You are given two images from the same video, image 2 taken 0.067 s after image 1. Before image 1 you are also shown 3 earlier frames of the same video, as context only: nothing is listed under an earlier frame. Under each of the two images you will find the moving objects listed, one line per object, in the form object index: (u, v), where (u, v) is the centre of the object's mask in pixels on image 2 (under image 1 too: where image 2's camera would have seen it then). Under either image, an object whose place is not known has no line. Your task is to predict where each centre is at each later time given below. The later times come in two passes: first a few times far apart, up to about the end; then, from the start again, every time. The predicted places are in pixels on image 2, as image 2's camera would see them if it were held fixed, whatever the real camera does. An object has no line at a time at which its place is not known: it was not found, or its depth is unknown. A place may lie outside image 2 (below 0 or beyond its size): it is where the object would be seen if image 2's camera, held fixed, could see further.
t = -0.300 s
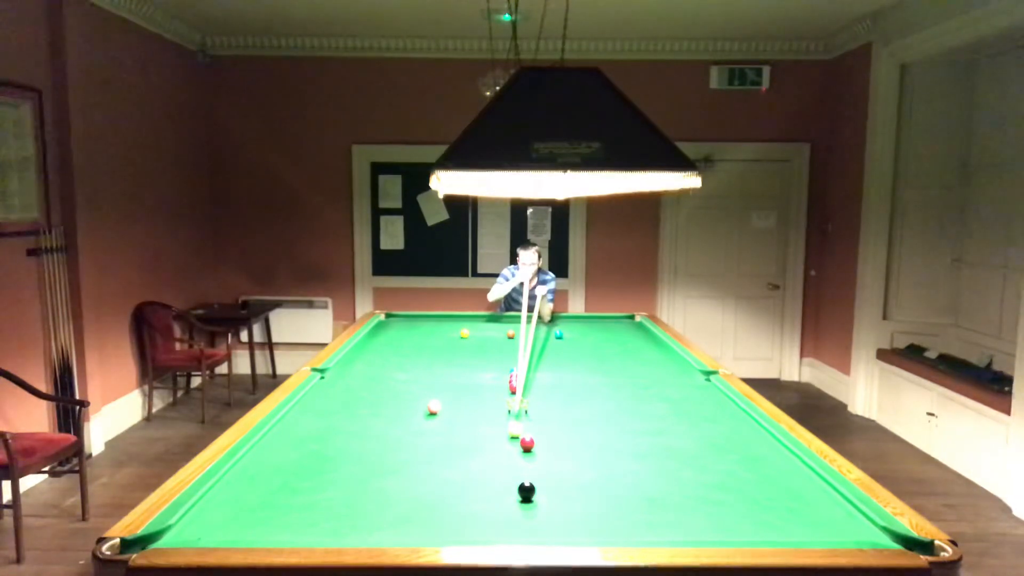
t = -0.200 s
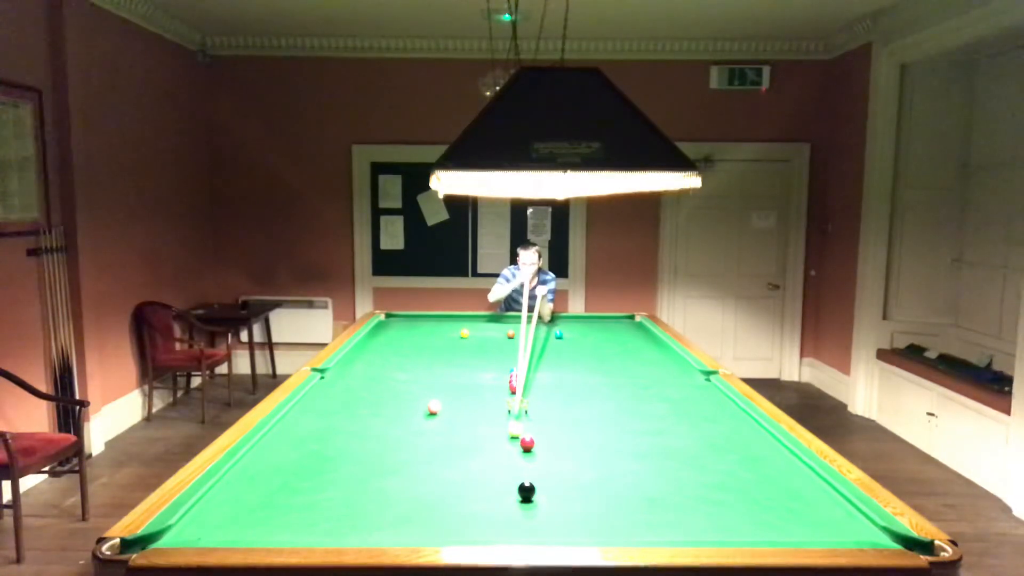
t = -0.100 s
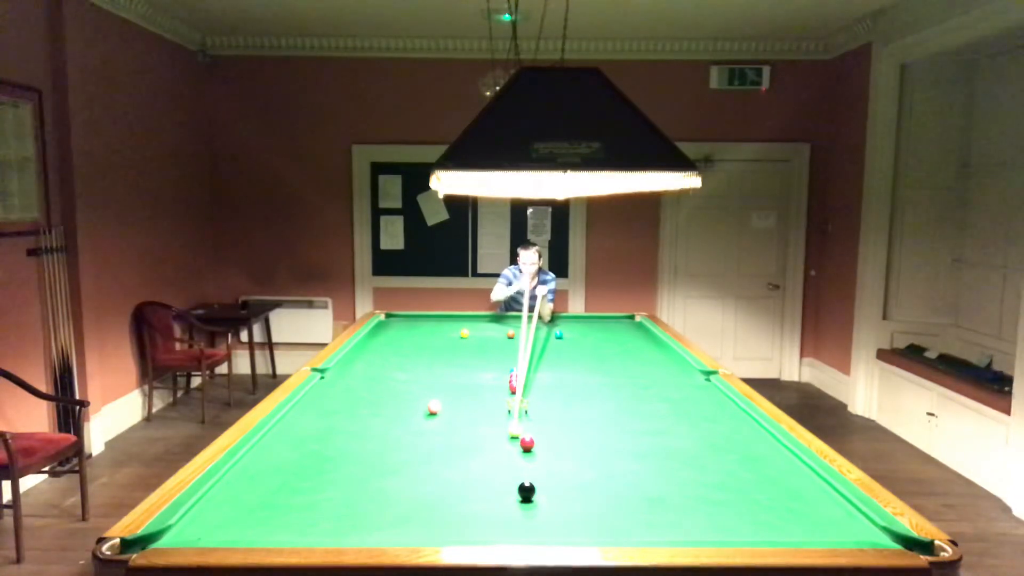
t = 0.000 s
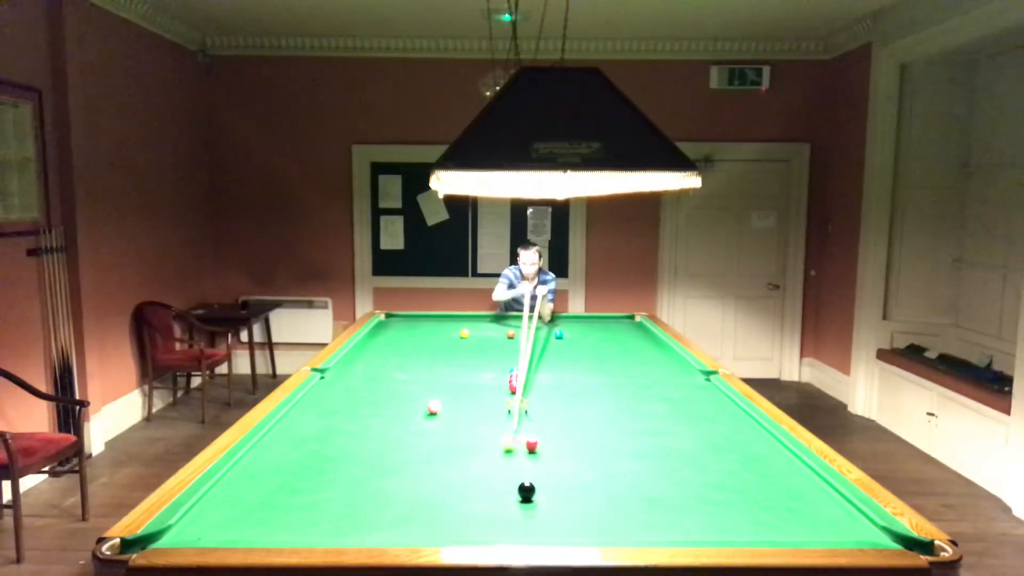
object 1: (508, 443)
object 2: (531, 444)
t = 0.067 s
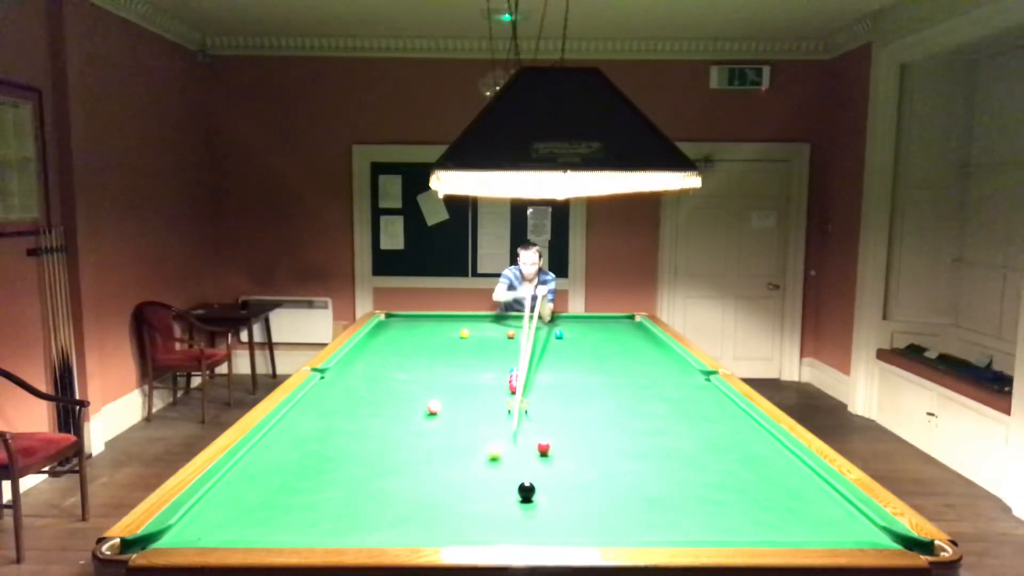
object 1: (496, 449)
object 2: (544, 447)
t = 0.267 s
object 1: (456, 473)
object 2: (575, 454)
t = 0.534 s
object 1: (391, 512)
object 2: (617, 465)
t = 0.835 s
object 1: (332, 518)
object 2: (666, 477)
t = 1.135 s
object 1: (306, 488)
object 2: (715, 488)
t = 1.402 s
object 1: (287, 466)
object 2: (760, 500)
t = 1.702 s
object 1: (269, 446)
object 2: (810, 512)
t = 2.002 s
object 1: (288, 432)
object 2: (861, 524)
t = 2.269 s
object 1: (313, 421)
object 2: (861, 531)
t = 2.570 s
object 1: (337, 412)
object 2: (847, 534)
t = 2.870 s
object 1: (357, 403)
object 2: (829, 533)
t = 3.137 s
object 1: (372, 397)
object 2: (816, 532)
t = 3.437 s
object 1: (386, 391)
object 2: (806, 531)
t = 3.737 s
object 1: (398, 386)
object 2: (799, 530)
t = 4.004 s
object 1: (408, 382)
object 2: (797, 530)
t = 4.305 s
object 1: (417, 378)
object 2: (796, 530)
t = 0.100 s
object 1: (489, 453)
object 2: (549, 448)
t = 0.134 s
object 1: (483, 457)
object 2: (554, 449)
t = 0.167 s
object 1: (476, 461)
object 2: (559, 451)
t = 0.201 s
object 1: (470, 465)
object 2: (564, 452)
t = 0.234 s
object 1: (463, 469)
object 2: (570, 453)
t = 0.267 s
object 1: (456, 473)
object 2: (575, 454)
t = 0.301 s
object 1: (449, 477)
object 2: (580, 456)
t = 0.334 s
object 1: (441, 482)
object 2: (586, 457)
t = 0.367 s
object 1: (434, 486)
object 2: (591, 459)
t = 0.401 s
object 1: (426, 491)
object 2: (596, 459)
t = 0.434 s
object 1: (417, 497)
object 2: (601, 461)
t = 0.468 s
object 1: (409, 501)
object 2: (607, 462)
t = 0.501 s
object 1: (400, 507)
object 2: (612, 464)
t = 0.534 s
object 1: (391, 512)
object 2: (617, 465)
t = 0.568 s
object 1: (382, 517)
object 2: (622, 466)
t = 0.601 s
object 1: (372, 523)
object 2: (628, 468)
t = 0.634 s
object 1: (363, 527)
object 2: (633, 469)
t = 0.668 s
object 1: (354, 530)
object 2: (639, 470)
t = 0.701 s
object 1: (345, 531)
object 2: (644, 471)
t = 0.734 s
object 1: (342, 528)
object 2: (649, 472)
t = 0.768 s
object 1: (338, 526)
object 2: (655, 474)
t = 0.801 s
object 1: (335, 522)
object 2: (660, 475)
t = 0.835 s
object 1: (332, 518)
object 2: (666, 477)
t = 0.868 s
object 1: (328, 514)
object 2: (671, 478)
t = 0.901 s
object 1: (325, 511)
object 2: (677, 479)
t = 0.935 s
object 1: (323, 507)
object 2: (682, 480)
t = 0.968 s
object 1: (319, 504)
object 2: (688, 482)
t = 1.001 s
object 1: (317, 500)
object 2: (693, 483)
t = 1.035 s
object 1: (314, 497)
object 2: (699, 484)
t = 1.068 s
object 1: (311, 494)
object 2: (704, 486)
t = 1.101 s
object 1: (308, 491)
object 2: (710, 487)
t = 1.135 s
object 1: (306, 488)
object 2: (715, 488)
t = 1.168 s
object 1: (303, 485)
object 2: (721, 490)
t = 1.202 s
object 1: (301, 482)
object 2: (726, 491)
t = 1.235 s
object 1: (298, 479)
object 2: (732, 492)
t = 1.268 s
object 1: (296, 476)
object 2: (738, 494)
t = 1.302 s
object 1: (294, 474)
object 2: (743, 495)
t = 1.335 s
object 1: (291, 471)
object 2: (749, 497)
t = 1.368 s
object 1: (289, 469)
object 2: (754, 498)
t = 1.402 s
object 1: (287, 466)
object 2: (760, 500)
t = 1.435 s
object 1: (285, 464)
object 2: (766, 501)
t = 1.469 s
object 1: (282, 461)
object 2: (771, 502)
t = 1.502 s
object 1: (280, 459)
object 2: (777, 504)
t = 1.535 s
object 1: (278, 457)
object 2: (782, 505)
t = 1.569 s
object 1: (277, 454)
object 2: (788, 506)
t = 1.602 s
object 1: (275, 452)
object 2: (794, 508)
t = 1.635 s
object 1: (273, 451)
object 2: (799, 509)
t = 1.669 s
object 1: (271, 449)
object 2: (805, 511)
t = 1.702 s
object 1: (269, 446)
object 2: (810, 512)
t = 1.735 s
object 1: (267, 444)
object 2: (816, 513)
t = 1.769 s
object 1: (266, 442)
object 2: (822, 515)
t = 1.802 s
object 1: (266, 441)
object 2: (827, 516)
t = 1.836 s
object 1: (270, 438)
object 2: (833, 517)
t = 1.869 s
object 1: (273, 438)
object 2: (838, 519)
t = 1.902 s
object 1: (278, 436)
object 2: (844, 520)
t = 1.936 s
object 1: (281, 434)
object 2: (850, 521)
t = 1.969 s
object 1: (284, 433)
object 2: (855, 522)
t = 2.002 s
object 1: (288, 432)
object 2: (861, 524)
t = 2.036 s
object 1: (291, 431)
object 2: (866, 525)
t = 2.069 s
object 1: (295, 429)
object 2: (870, 527)
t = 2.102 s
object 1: (298, 428)
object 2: (869, 528)
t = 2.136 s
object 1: (301, 426)
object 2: (867, 528)
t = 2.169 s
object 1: (304, 425)
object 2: (866, 529)
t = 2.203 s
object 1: (307, 424)
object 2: (864, 529)
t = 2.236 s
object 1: (310, 423)
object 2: (863, 530)
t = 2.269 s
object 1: (313, 421)
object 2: (861, 531)
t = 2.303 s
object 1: (316, 420)
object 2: (859, 531)
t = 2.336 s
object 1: (319, 419)
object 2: (858, 532)
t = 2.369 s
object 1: (321, 418)
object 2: (856, 532)
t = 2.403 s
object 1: (324, 417)
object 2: (854, 532)
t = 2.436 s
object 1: (326, 416)
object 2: (853, 533)
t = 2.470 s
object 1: (329, 415)
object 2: (851, 533)
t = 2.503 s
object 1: (332, 413)
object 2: (850, 534)
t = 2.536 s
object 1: (334, 413)
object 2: (848, 534)
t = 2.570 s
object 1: (337, 412)
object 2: (847, 534)
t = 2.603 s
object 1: (340, 410)
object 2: (845, 535)
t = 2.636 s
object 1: (341, 410)
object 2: (843, 534)
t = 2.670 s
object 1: (344, 409)
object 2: (841, 534)
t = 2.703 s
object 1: (346, 408)
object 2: (839, 534)
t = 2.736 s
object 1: (348, 407)
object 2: (837, 534)
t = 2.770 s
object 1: (351, 406)
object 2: (835, 534)
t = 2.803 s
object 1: (352, 405)
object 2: (833, 534)
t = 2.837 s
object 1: (355, 404)
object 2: (831, 533)
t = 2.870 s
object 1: (357, 403)
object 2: (829, 533)
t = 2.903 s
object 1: (359, 402)
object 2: (828, 533)
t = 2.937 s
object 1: (361, 402)
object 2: (826, 533)
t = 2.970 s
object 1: (363, 401)
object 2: (824, 533)
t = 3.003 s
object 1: (365, 400)
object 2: (822, 532)
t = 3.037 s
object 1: (366, 399)
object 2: (821, 532)
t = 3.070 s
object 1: (368, 398)
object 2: (819, 532)
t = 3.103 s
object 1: (370, 398)
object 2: (818, 532)
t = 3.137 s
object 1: (372, 397)
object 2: (816, 532)
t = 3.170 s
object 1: (374, 396)
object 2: (815, 532)
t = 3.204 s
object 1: (375, 396)
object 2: (813, 532)
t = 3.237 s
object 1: (377, 395)
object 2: (812, 531)
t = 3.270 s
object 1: (378, 395)
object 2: (811, 531)
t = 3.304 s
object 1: (380, 393)
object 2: (810, 531)
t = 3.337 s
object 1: (382, 393)
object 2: (809, 531)
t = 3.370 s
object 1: (383, 392)
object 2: (808, 531)
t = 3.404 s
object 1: (384, 392)
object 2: (806, 531)
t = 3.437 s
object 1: (386, 391)
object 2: (806, 531)
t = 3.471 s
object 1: (387, 391)
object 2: (805, 531)
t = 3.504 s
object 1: (389, 390)
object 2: (804, 531)
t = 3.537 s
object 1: (391, 389)
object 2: (803, 531)
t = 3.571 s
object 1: (392, 389)
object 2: (802, 530)
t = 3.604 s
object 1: (393, 388)
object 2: (802, 530)
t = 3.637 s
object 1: (395, 388)
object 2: (801, 530)
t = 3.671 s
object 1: (396, 387)
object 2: (800, 530)
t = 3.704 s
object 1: (397, 386)
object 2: (800, 530)
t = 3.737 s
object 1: (398, 386)
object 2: (799, 530)
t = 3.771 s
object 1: (400, 385)
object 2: (799, 530)
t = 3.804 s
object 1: (401, 385)
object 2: (798, 530)
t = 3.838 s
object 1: (402, 384)
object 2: (798, 530)
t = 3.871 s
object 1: (404, 384)
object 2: (797, 530)
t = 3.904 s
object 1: (405, 383)
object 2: (797, 530)
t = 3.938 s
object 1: (405, 383)
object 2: (797, 530)
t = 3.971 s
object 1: (407, 382)
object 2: (797, 530)
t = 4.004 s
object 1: (408, 382)
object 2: (797, 530)
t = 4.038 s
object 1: (409, 382)
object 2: (797, 530)
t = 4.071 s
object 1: (410, 381)
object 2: (796, 530)
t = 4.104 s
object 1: (411, 380)
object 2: (796, 530)
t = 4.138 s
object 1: (412, 380)
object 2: (797, 530)
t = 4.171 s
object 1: (413, 380)
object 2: (796, 530)
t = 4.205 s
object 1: (413, 379)
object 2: (796, 530)
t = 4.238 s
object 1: (415, 379)
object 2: (796, 530)
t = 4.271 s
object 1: (416, 378)
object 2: (796, 530)
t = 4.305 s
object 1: (417, 378)
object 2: (796, 530)
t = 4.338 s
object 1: (417, 378)
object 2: (796, 530)
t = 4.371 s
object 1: (418, 378)
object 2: (796, 530)
